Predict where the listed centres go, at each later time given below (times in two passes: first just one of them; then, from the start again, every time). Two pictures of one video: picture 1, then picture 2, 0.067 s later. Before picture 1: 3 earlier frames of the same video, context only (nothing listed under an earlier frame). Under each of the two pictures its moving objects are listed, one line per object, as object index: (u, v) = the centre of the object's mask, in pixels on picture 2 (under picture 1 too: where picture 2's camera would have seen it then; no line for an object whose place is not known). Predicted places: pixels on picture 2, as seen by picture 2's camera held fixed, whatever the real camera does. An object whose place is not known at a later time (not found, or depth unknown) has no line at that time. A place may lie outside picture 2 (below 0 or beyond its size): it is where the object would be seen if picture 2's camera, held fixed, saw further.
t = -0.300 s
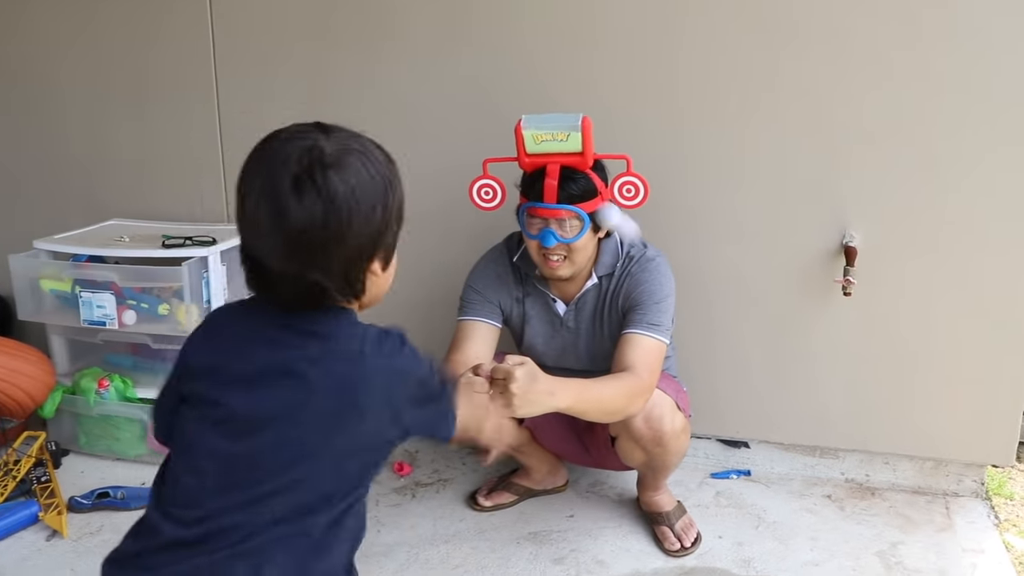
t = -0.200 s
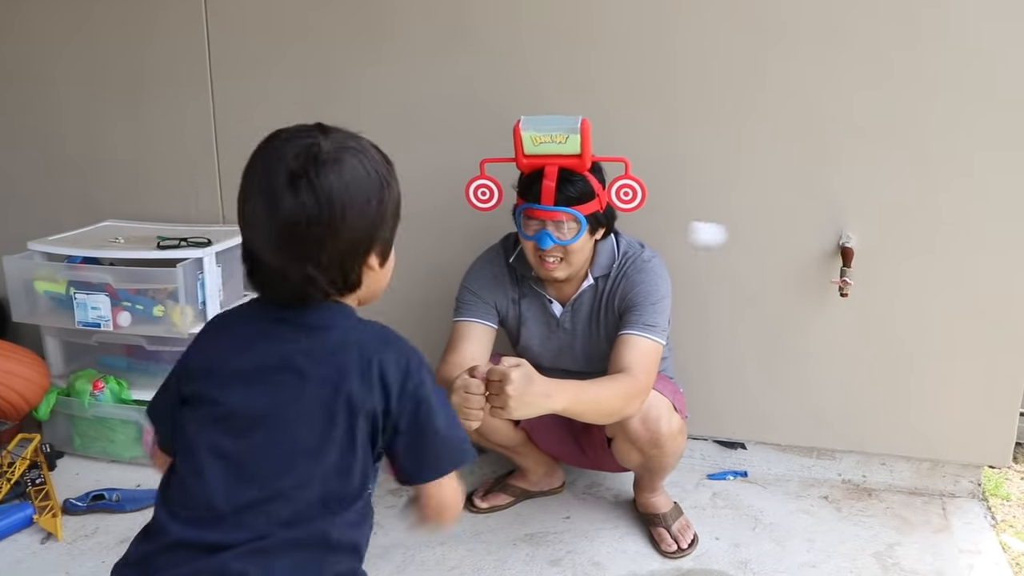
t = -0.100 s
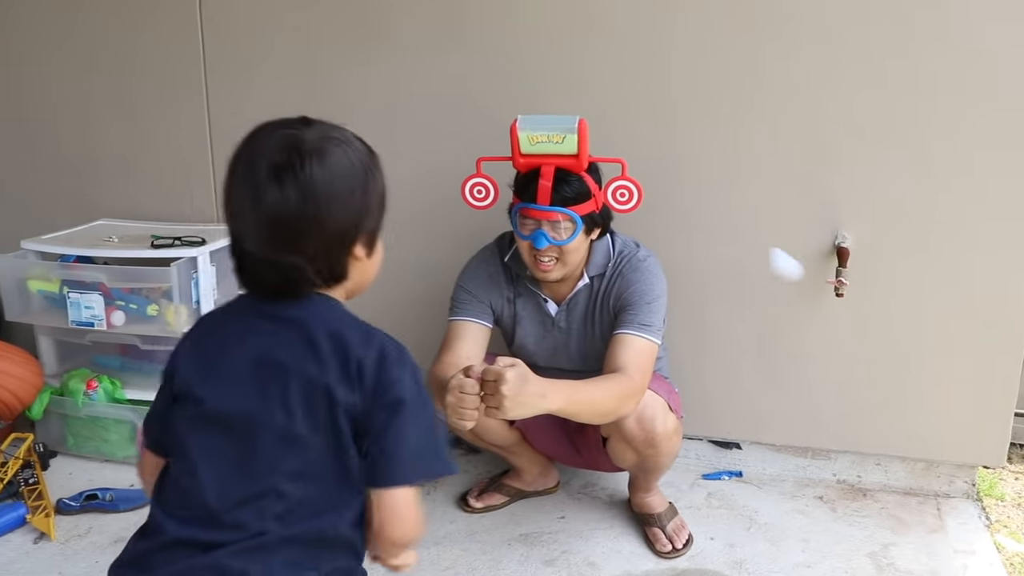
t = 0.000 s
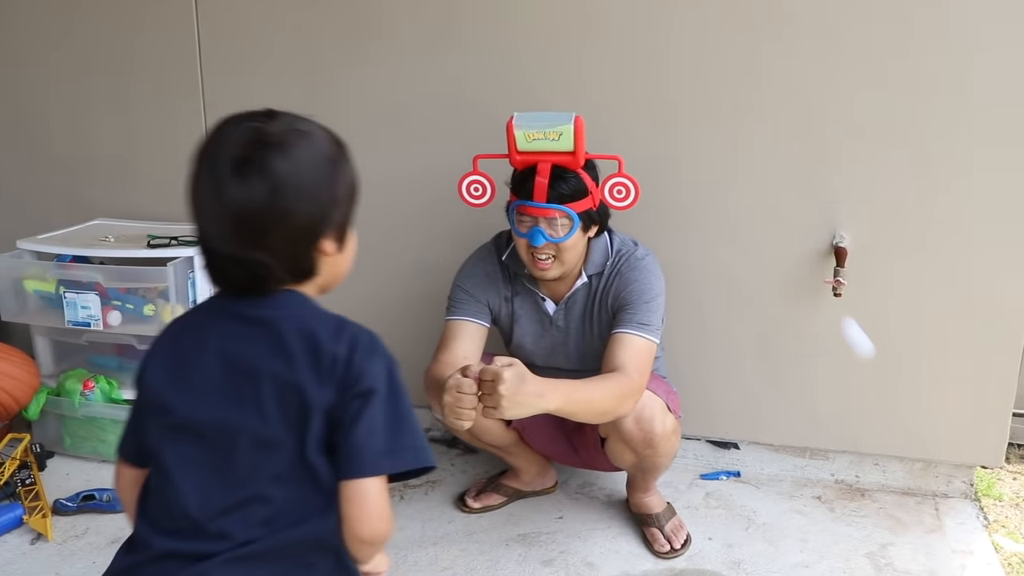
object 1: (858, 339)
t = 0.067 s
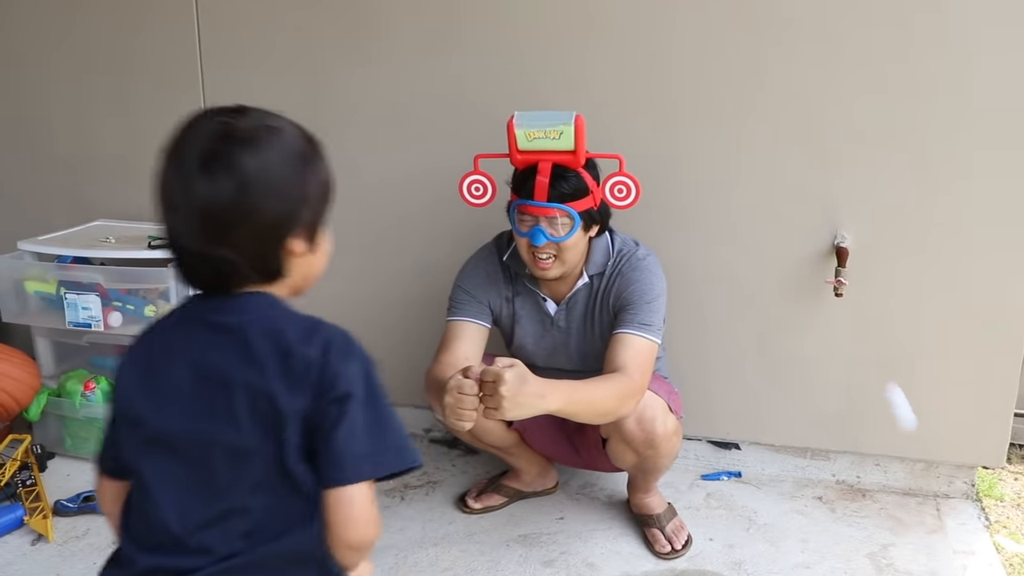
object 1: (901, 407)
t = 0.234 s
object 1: (1011, 449)
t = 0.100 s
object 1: (919, 446)
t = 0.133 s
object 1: (936, 487)
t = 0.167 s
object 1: (962, 493)
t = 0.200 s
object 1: (990, 467)
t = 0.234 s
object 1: (1011, 449)
